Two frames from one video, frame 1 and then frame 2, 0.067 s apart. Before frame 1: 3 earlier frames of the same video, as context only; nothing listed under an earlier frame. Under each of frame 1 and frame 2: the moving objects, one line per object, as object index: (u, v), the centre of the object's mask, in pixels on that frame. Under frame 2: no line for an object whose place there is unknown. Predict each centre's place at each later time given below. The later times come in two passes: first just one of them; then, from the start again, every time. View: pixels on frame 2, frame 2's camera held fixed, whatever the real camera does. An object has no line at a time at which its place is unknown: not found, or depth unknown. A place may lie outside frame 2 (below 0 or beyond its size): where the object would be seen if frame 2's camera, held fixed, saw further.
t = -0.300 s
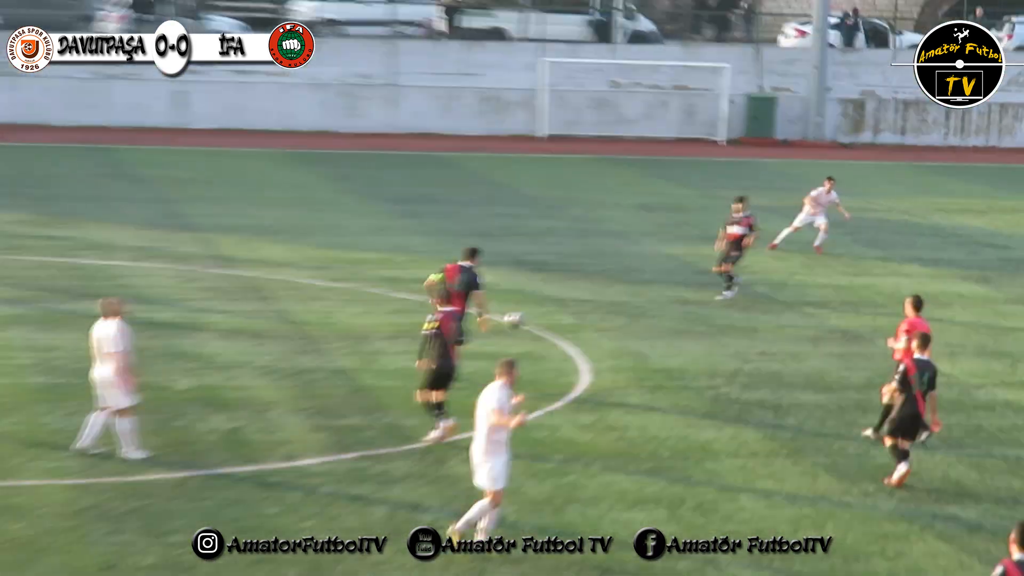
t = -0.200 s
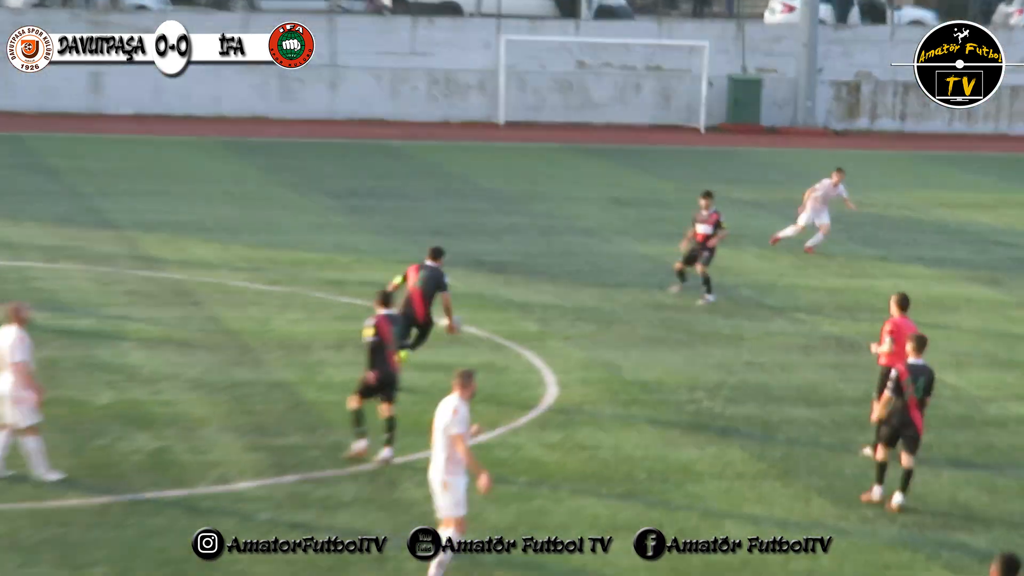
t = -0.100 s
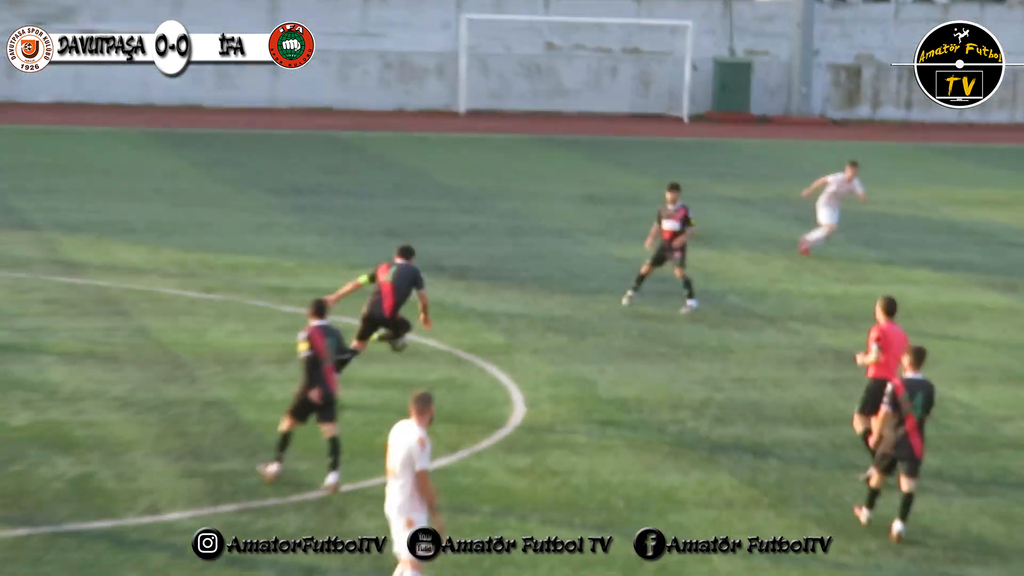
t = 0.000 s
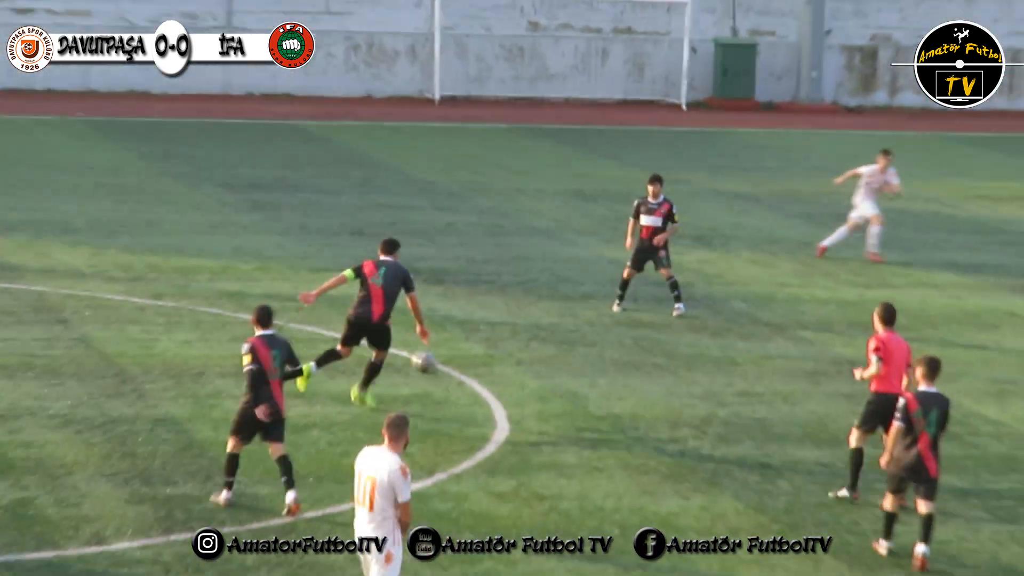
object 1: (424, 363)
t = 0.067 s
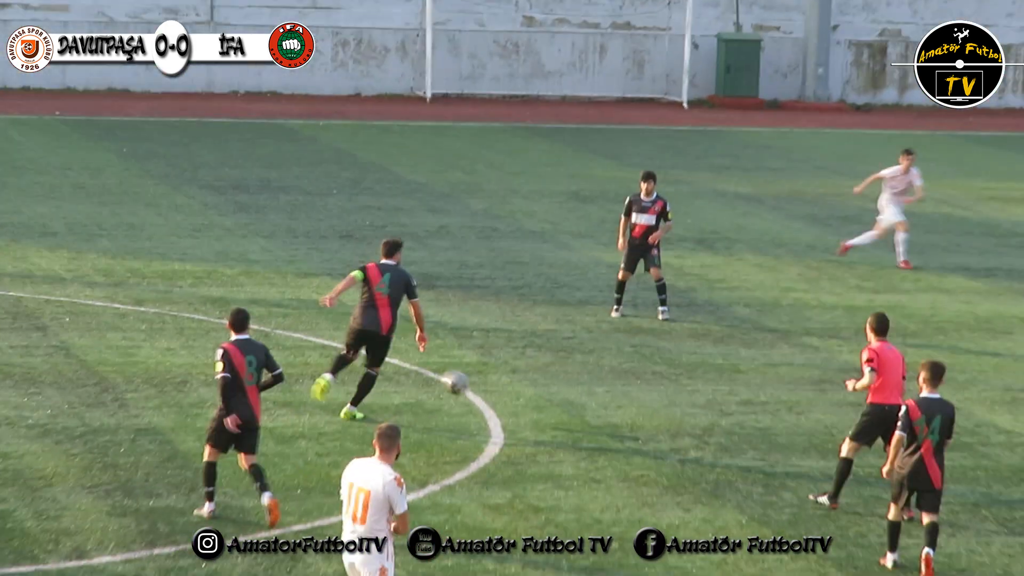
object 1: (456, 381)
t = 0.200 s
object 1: (519, 390)
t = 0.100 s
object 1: (475, 391)
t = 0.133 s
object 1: (494, 400)
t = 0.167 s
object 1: (507, 398)
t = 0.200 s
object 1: (519, 390)
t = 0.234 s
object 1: (530, 383)
